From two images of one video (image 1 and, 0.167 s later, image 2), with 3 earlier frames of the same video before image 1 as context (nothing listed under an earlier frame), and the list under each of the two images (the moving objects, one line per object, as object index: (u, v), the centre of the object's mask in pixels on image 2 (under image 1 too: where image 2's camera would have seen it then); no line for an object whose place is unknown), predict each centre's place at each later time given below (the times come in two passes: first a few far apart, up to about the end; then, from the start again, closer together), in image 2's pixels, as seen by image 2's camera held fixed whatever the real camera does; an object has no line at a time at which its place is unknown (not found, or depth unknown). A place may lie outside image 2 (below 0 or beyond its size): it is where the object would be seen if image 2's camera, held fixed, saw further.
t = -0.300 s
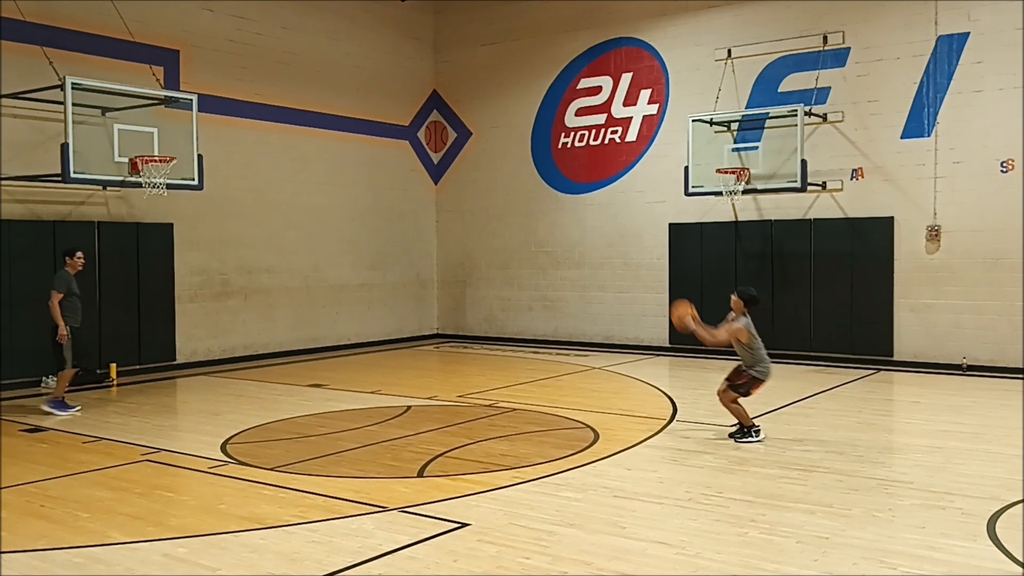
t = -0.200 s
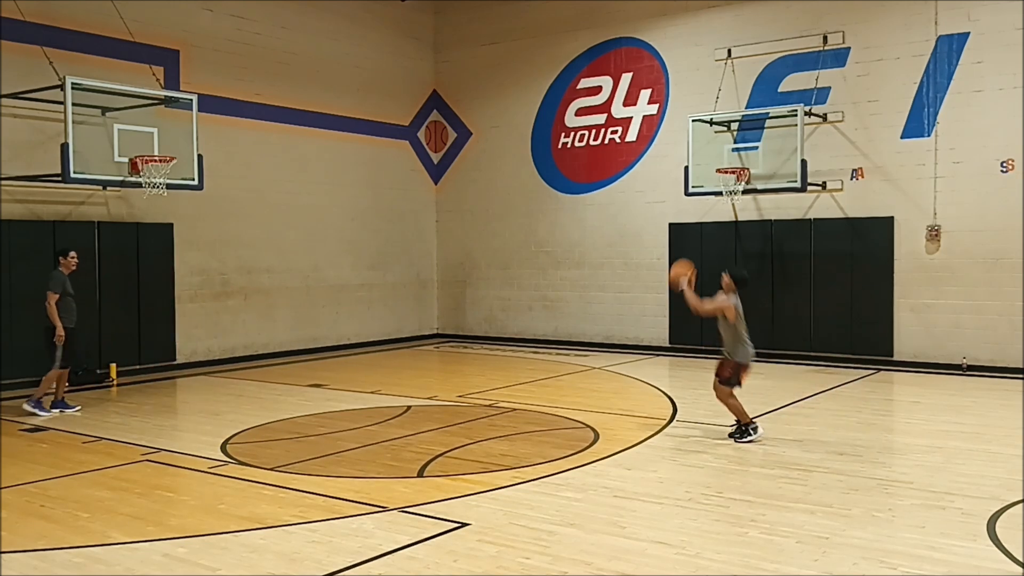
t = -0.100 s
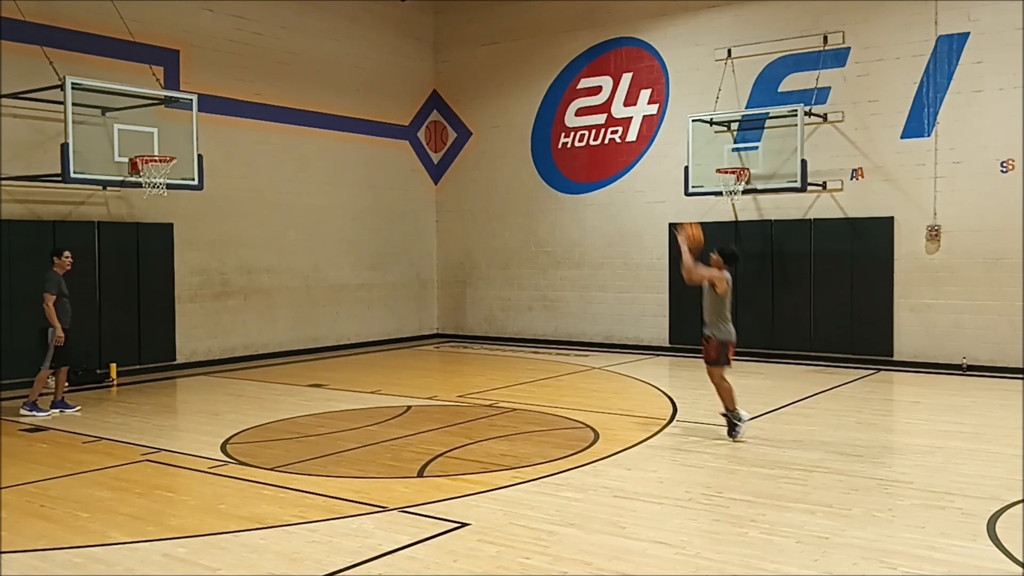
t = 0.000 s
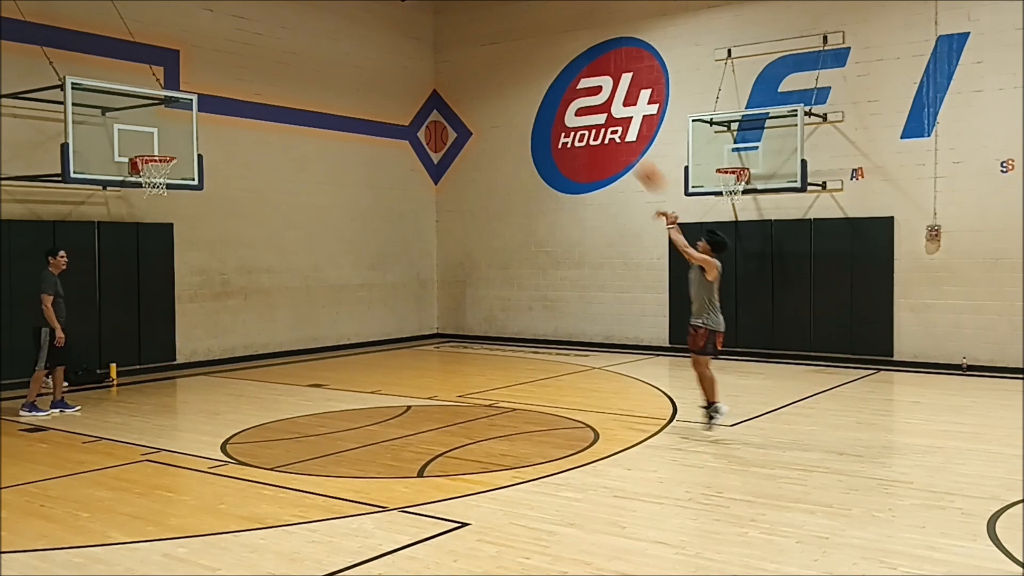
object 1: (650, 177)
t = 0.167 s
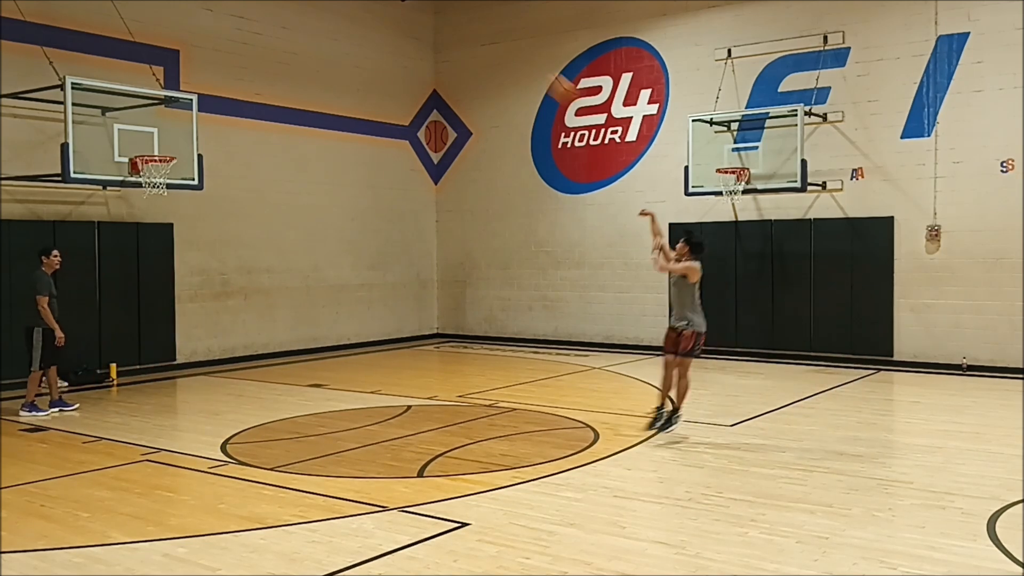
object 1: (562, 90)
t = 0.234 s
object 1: (527, 62)
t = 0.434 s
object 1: (433, 14)
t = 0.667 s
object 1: (338, 9)
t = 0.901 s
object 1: (252, 47)
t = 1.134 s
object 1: (173, 128)
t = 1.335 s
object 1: (155, 190)
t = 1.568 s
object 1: (168, 222)
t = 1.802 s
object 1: (182, 298)
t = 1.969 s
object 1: (192, 379)
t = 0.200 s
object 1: (545, 76)
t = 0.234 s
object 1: (527, 62)
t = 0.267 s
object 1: (511, 51)
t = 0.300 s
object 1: (495, 42)
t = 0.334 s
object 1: (480, 33)
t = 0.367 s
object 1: (465, 27)
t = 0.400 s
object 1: (449, 20)
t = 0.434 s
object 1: (433, 14)
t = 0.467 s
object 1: (418, 8)
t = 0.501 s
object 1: (404, 7)
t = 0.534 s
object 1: (389, 5)
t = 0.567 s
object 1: (376, 6)
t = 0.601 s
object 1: (363, 7)
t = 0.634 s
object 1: (350, 8)
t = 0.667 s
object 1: (338, 9)
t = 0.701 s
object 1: (325, 11)
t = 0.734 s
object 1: (313, 14)
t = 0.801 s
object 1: (288, 25)
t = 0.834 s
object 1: (276, 31)
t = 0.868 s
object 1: (264, 39)
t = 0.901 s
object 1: (252, 47)
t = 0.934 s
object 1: (241, 56)
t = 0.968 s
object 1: (229, 66)
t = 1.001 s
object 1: (218, 77)
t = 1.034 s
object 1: (209, 88)
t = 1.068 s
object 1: (198, 101)
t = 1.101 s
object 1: (184, 115)
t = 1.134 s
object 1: (173, 128)
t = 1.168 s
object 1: (165, 143)
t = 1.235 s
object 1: (152, 167)
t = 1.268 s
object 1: (151, 179)
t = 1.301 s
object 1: (153, 188)
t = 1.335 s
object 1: (155, 190)
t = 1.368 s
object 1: (157, 192)
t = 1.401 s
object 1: (159, 194)
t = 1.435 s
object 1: (160, 198)
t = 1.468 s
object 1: (162, 203)
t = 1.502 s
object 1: (164, 208)
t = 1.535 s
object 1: (166, 215)
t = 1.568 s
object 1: (168, 222)
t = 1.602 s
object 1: (170, 230)
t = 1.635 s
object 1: (172, 238)
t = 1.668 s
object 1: (174, 248)
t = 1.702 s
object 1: (176, 259)
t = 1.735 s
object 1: (178, 271)
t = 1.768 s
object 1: (180, 284)
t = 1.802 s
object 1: (182, 298)
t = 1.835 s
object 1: (184, 312)
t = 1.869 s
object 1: (186, 328)
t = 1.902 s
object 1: (188, 344)
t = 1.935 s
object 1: (190, 361)
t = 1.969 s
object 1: (192, 379)
